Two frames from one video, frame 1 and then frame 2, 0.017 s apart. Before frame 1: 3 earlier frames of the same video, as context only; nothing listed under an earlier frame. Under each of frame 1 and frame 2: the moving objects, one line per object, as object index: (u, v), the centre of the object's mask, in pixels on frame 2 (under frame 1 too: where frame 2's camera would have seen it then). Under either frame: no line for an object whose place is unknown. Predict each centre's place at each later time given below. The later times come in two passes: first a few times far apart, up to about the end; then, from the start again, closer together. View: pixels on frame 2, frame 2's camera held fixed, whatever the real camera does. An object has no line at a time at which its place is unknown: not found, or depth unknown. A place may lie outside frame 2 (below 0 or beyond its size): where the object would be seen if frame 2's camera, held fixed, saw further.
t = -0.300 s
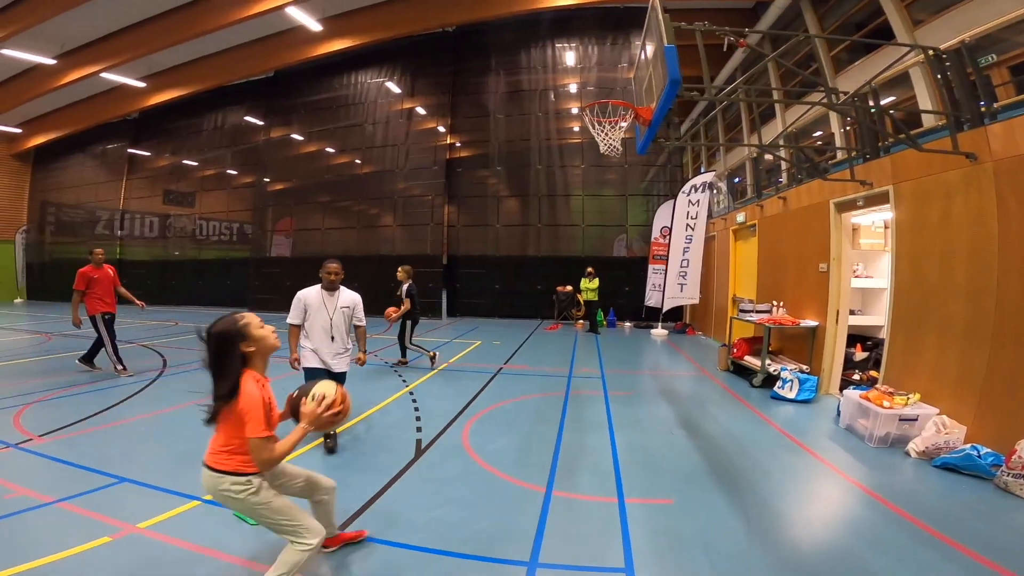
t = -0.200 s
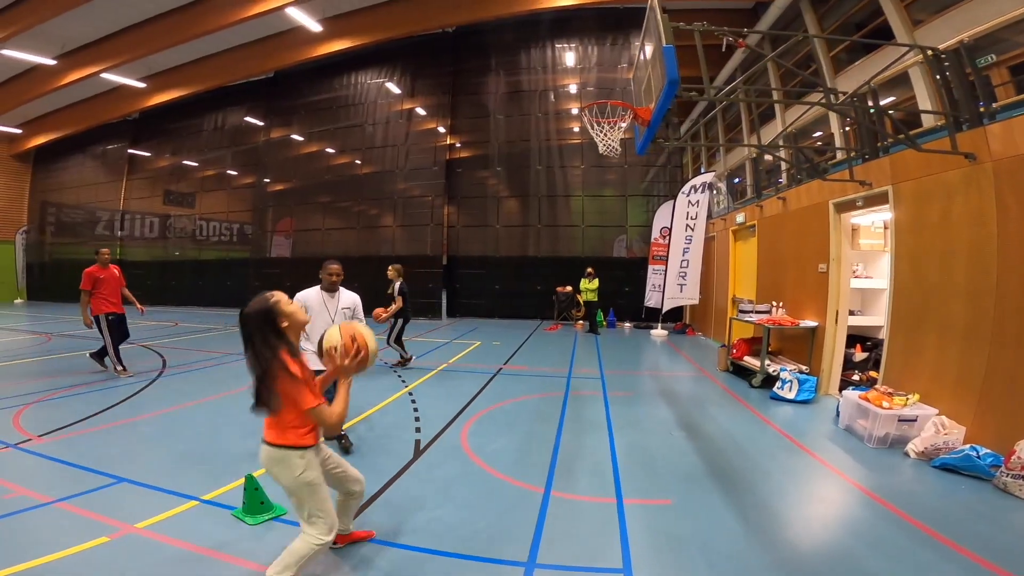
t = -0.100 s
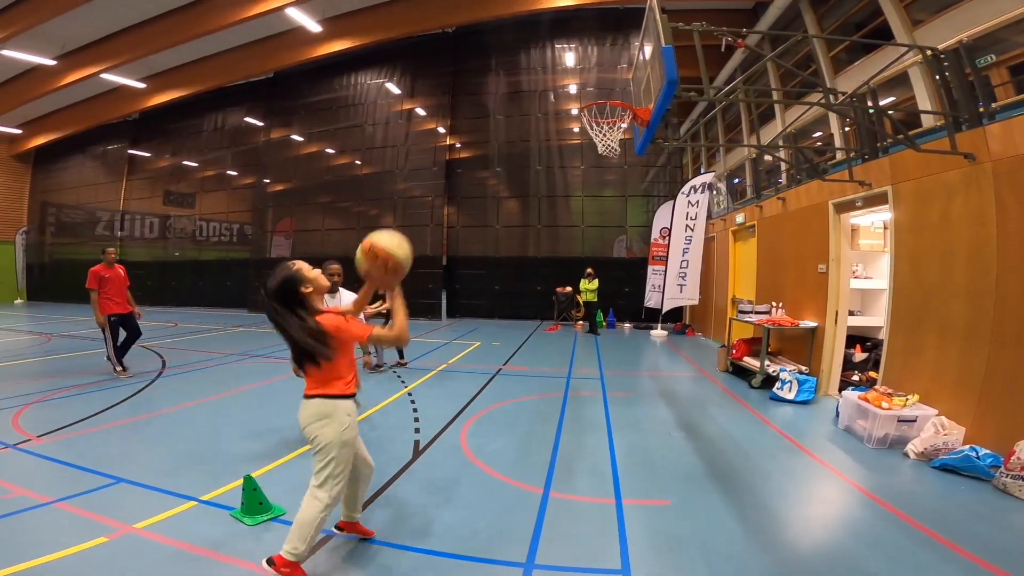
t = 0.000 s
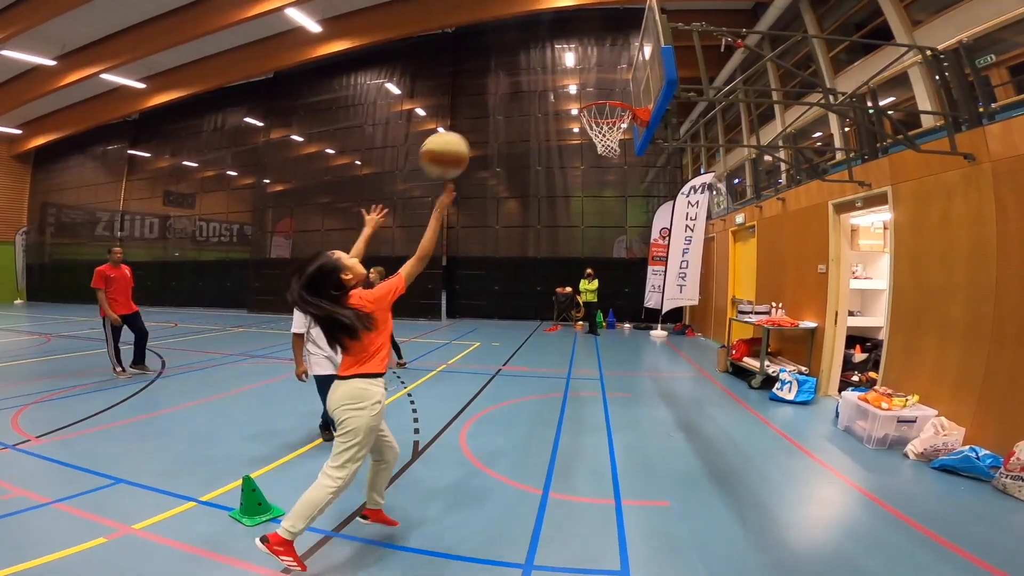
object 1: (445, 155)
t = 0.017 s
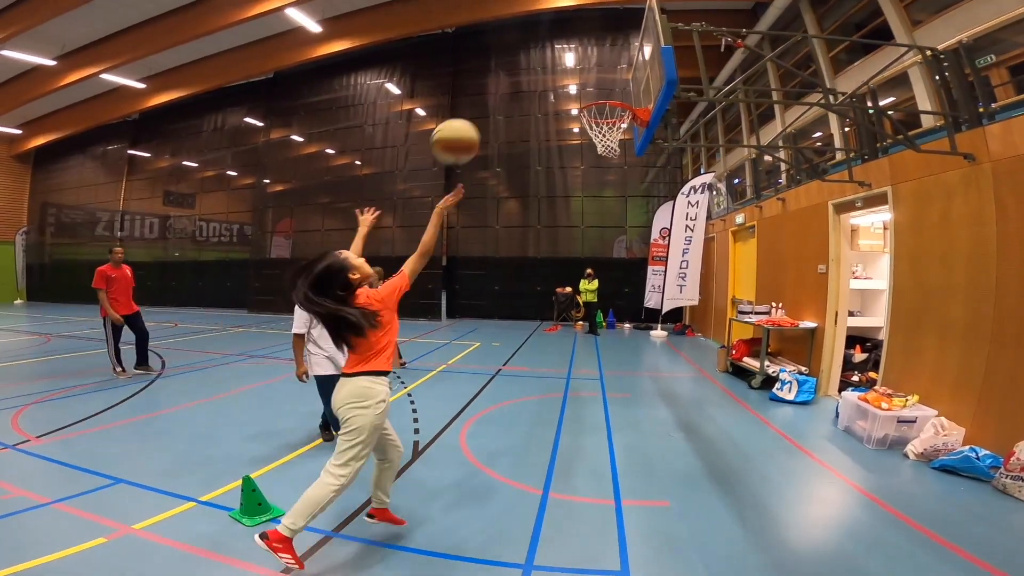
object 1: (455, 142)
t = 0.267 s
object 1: (566, 46)
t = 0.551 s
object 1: (634, 52)
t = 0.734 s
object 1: (607, 85)
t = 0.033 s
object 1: (466, 129)
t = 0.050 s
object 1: (475, 119)
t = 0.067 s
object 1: (484, 108)
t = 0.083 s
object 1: (492, 99)
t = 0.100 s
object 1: (501, 91)
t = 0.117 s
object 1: (508, 84)
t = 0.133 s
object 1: (516, 77)
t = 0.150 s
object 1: (523, 71)
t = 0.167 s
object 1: (529, 66)
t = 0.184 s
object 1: (536, 62)
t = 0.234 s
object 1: (555, 52)
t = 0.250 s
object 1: (561, 48)
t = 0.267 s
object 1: (566, 46)
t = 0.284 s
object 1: (571, 44)
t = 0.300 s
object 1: (578, 43)
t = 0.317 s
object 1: (582, 42)
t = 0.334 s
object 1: (587, 41)
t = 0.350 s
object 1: (592, 41)
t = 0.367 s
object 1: (596, 41)
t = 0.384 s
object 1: (601, 40)
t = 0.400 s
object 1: (605, 40)
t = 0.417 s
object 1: (610, 40)
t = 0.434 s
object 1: (614, 42)
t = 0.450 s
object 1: (618, 42)
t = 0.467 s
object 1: (622, 44)
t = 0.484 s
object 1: (625, 45)
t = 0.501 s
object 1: (628, 47)
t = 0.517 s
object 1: (632, 48)
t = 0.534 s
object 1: (636, 50)
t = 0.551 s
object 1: (634, 52)
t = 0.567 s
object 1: (631, 54)
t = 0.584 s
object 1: (630, 55)
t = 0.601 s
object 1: (627, 57)
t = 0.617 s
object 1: (624, 60)
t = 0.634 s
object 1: (622, 63)
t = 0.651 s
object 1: (619, 66)
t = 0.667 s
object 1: (617, 70)
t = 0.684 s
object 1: (614, 73)
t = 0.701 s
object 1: (611, 77)
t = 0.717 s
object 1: (609, 81)
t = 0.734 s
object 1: (607, 85)
